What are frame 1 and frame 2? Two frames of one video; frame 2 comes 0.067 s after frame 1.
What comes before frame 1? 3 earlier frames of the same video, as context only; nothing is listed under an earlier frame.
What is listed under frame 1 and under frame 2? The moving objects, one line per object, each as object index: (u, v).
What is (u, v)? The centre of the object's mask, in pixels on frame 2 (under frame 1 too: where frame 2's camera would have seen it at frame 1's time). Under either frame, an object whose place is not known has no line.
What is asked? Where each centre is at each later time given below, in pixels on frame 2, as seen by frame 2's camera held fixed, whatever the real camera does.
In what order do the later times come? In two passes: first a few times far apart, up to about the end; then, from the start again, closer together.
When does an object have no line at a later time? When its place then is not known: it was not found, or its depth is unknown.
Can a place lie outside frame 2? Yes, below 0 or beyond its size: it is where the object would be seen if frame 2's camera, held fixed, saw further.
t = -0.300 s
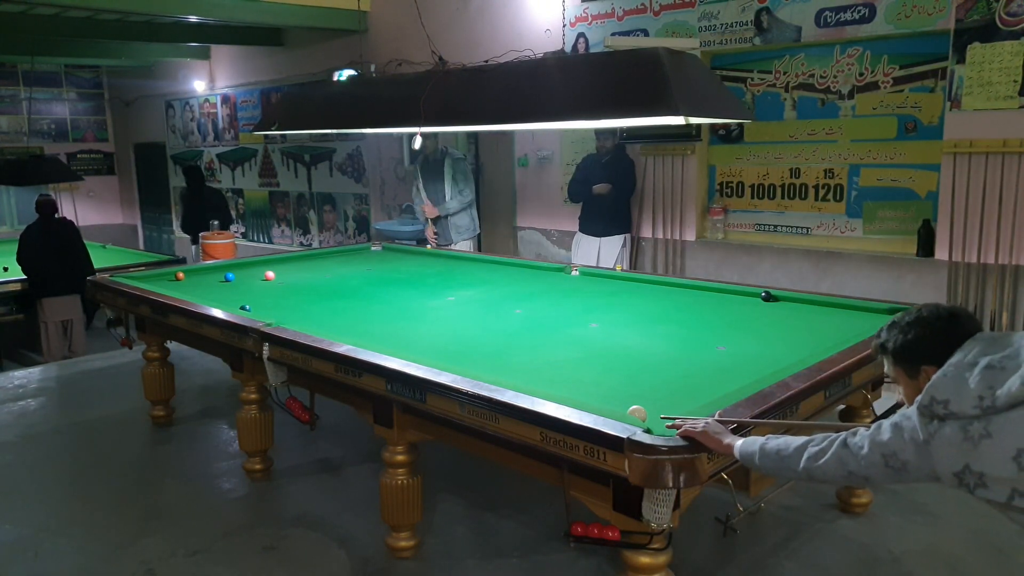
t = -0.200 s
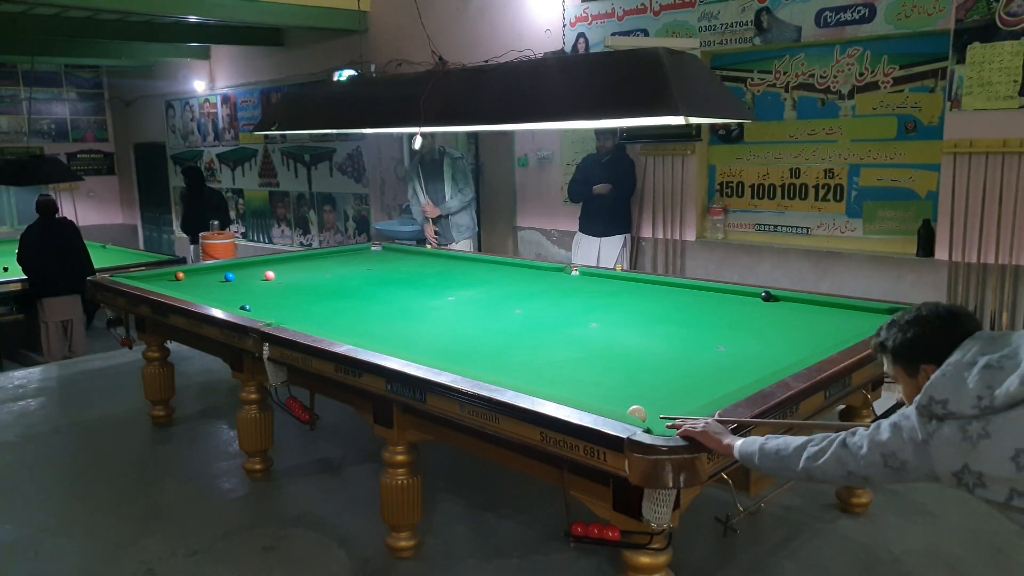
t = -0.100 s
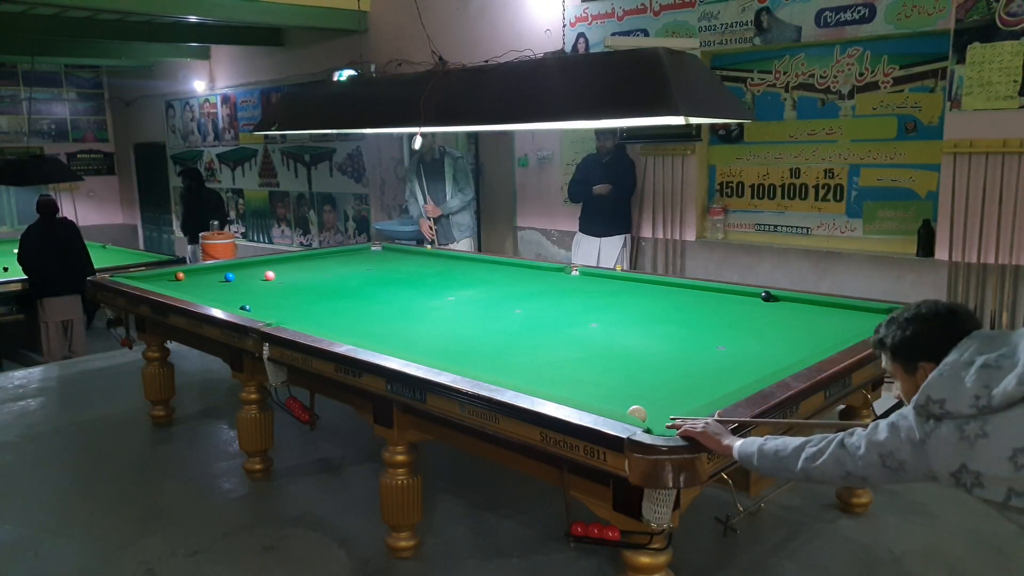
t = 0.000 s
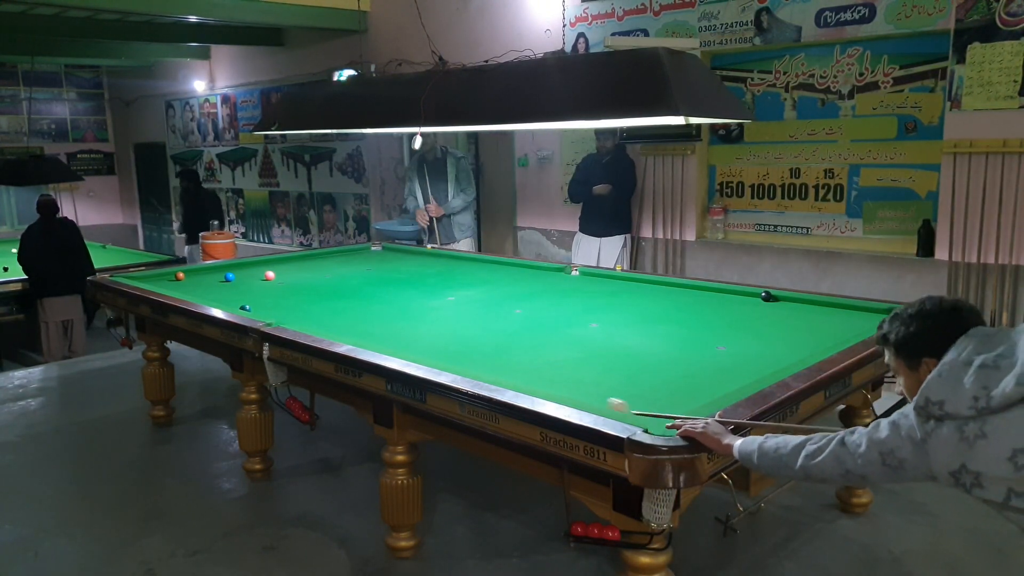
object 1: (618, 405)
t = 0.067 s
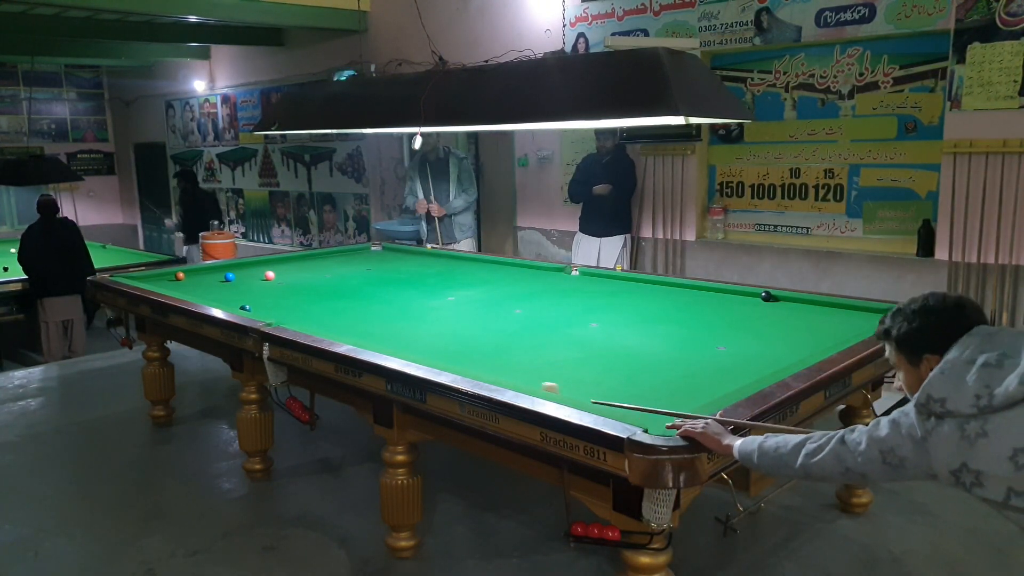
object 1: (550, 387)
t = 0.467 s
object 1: (321, 328)
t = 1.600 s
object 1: (199, 291)
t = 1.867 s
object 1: (187, 286)
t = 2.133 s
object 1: (175, 282)
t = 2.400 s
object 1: (165, 278)
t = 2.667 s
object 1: (155, 275)
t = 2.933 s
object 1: (162, 275)
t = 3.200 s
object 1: (172, 277)
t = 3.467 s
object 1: (181, 278)
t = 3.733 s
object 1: (190, 280)
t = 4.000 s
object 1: (199, 281)
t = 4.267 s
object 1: (206, 282)
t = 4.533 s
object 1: (213, 283)
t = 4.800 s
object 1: (219, 284)
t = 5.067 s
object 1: (224, 285)
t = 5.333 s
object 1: (229, 285)
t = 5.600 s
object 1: (232, 286)
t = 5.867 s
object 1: (233, 286)
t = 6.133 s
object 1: (235, 286)
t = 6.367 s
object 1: (235, 286)
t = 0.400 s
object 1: (349, 335)
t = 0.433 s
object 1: (335, 331)
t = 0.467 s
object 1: (321, 328)
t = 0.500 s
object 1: (308, 324)
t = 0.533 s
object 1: (295, 321)
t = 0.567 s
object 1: (283, 319)
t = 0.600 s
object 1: (271, 316)
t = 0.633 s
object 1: (260, 312)
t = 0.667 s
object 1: (252, 310)
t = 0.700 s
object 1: (252, 309)
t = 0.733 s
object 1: (251, 309)
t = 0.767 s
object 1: (251, 309)
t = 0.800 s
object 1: (249, 308)
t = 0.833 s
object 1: (247, 307)
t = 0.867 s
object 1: (245, 307)
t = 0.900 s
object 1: (242, 306)
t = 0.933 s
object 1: (240, 305)
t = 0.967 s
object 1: (237, 304)
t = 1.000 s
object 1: (235, 303)
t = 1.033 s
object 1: (233, 303)
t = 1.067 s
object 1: (230, 302)
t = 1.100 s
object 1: (228, 301)
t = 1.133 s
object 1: (226, 300)
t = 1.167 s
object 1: (224, 300)
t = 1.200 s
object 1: (222, 299)
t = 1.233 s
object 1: (220, 298)
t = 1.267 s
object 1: (218, 298)
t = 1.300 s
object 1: (216, 297)
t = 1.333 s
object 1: (214, 296)
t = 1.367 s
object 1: (212, 296)
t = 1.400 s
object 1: (210, 295)
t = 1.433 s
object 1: (208, 294)
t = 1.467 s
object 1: (206, 294)
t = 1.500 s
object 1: (205, 293)
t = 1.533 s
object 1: (203, 292)
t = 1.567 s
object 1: (201, 292)
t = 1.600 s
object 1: (199, 291)
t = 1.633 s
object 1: (197, 290)
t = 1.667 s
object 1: (196, 290)
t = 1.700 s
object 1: (194, 289)
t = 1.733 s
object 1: (193, 288)
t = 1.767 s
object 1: (191, 288)
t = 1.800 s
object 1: (189, 287)
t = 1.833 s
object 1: (188, 287)
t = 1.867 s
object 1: (187, 286)
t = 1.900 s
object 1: (185, 285)
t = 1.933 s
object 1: (184, 285)
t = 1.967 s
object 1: (182, 284)
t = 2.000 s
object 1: (181, 284)
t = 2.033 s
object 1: (180, 283)
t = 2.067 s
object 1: (178, 283)
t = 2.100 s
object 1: (177, 282)
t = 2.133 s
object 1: (175, 282)
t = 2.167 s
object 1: (174, 281)
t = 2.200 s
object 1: (173, 281)
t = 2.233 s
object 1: (171, 280)
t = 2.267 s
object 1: (170, 280)
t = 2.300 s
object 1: (169, 279)
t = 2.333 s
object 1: (168, 279)
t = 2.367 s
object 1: (166, 278)
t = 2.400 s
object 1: (165, 278)
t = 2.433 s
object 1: (164, 277)
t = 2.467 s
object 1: (163, 277)
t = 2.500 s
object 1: (161, 277)
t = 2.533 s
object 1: (160, 276)
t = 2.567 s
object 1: (159, 276)
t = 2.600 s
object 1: (158, 275)
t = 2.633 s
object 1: (157, 275)
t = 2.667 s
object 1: (155, 275)
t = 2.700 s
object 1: (154, 274)
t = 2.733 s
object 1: (154, 274)
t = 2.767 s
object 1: (155, 274)
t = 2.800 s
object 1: (157, 275)
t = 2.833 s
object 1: (158, 275)
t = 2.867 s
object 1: (160, 275)
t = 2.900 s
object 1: (161, 275)
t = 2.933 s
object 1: (162, 275)
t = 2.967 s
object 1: (163, 276)
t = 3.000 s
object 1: (164, 276)
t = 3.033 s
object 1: (166, 276)
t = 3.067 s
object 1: (167, 276)
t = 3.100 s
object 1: (168, 276)
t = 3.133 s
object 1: (170, 276)
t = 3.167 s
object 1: (171, 277)
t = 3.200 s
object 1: (172, 277)
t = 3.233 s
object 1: (173, 277)
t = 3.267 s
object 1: (174, 277)
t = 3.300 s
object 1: (176, 277)
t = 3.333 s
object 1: (177, 278)
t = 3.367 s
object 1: (178, 278)
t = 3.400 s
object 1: (179, 278)
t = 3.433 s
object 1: (180, 278)
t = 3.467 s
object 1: (181, 278)
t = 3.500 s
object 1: (182, 279)
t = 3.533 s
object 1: (184, 279)
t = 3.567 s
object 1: (185, 279)
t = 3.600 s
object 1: (186, 279)
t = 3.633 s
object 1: (187, 279)
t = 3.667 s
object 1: (188, 279)
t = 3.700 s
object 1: (189, 280)
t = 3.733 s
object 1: (190, 280)
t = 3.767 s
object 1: (191, 280)
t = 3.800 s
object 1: (192, 280)
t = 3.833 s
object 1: (194, 280)
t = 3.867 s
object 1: (194, 281)
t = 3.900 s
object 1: (196, 280)
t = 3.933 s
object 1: (196, 281)
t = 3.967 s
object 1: (198, 281)
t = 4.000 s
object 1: (199, 281)
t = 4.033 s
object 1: (200, 281)
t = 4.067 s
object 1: (201, 281)
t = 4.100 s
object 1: (201, 281)
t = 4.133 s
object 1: (202, 282)
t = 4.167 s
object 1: (203, 282)
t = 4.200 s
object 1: (204, 282)
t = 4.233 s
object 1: (205, 282)
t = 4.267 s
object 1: (206, 282)
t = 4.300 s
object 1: (207, 282)
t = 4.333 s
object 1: (208, 282)
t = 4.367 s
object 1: (209, 282)
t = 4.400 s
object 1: (210, 283)
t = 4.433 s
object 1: (211, 283)
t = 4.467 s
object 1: (211, 283)
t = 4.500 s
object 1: (212, 283)
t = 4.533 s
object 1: (213, 283)
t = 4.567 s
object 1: (214, 283)
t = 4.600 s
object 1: (214, 284)
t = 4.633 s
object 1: (215, 284)
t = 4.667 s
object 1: (216, 283)
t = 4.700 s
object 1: (217, 284)
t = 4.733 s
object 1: (217, 284)
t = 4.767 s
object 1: (218, 284)
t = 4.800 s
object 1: (219, 284)
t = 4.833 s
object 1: (220, 284)
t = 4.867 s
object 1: (220, 284)
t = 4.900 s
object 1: (221, 284)
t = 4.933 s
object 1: (222, 284)
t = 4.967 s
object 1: (222, 285)
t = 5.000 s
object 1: (223, 284)
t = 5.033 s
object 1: (224, 284)
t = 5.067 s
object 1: (224, 285)
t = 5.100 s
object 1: (225, 285)
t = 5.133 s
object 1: (225, 285)
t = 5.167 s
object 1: (226, 285)
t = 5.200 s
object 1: (227, 285)
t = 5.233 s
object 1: (227, 285)
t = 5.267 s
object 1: (228, 285)
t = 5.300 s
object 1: (228, 285)
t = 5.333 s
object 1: (229, 285)
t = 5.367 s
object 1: (229, 285)
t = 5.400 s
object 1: (230, 285)
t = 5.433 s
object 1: (230, 285)
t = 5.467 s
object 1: (230, 285)
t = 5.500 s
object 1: (231, 286)
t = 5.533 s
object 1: (231, 286)
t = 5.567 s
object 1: (231, 286)
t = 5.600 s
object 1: (232, 286)
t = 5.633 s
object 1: (232, 286)
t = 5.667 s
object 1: (232, 286)
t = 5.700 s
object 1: (232, 286)
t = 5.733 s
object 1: (233, 286)
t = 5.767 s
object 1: (233, 286)
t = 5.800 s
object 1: (233, 286)
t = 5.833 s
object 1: (233, 286)
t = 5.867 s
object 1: (233, 286)
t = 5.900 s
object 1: (234, 286)
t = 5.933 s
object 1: (234, 286)
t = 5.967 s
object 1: (234, 286)
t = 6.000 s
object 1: (234, 286)
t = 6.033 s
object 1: (234, 286)
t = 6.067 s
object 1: (234, 286)
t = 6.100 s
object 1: (234, 286)
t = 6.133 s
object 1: (235, 286)
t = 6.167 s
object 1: (234, 286)
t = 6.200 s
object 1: (234, 286)
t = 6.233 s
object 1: (234, 286)
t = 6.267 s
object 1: (235, 286)
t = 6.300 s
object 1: (234, 286)
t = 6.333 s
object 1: (235, 286)
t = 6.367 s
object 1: (235, 286)
